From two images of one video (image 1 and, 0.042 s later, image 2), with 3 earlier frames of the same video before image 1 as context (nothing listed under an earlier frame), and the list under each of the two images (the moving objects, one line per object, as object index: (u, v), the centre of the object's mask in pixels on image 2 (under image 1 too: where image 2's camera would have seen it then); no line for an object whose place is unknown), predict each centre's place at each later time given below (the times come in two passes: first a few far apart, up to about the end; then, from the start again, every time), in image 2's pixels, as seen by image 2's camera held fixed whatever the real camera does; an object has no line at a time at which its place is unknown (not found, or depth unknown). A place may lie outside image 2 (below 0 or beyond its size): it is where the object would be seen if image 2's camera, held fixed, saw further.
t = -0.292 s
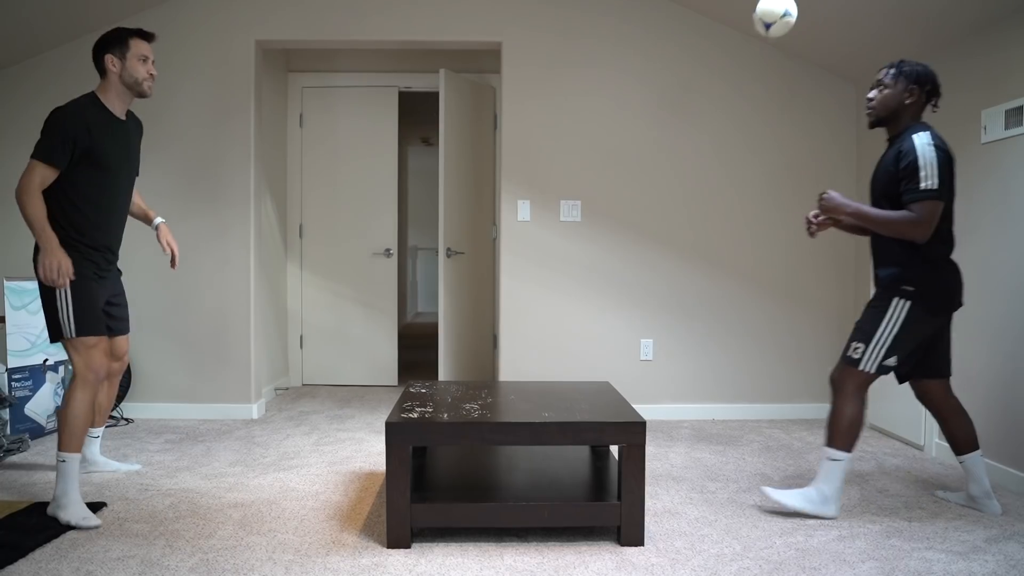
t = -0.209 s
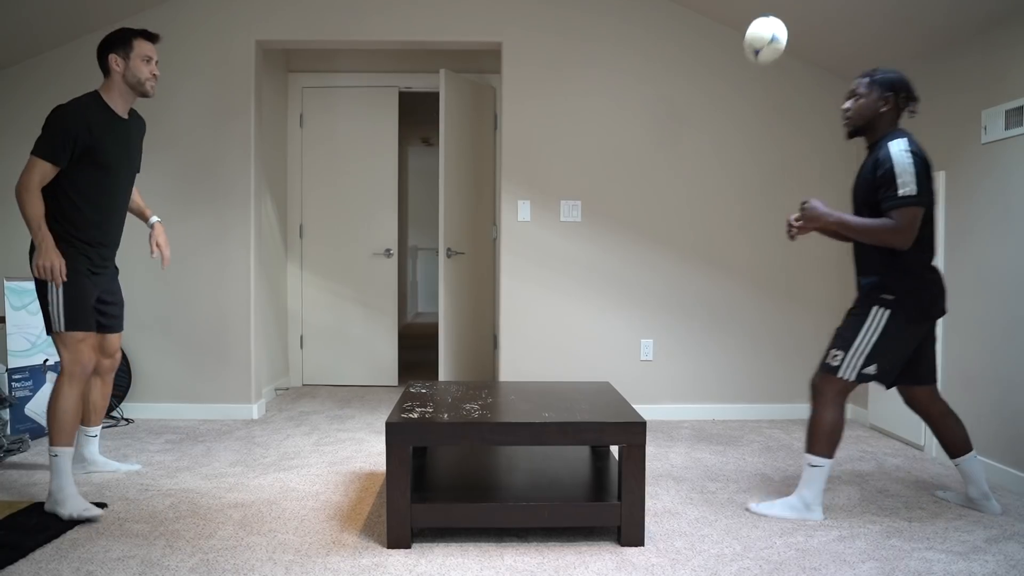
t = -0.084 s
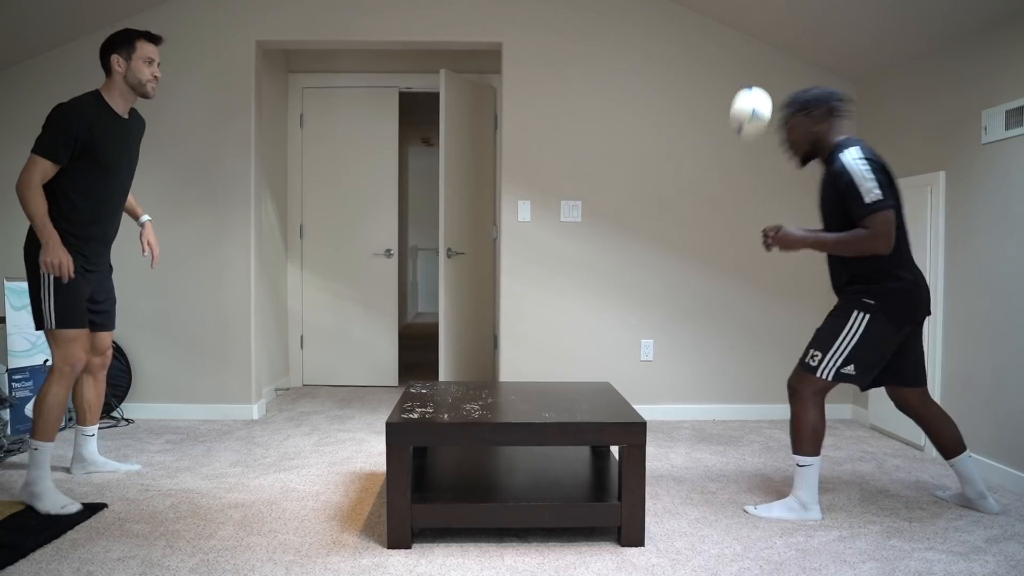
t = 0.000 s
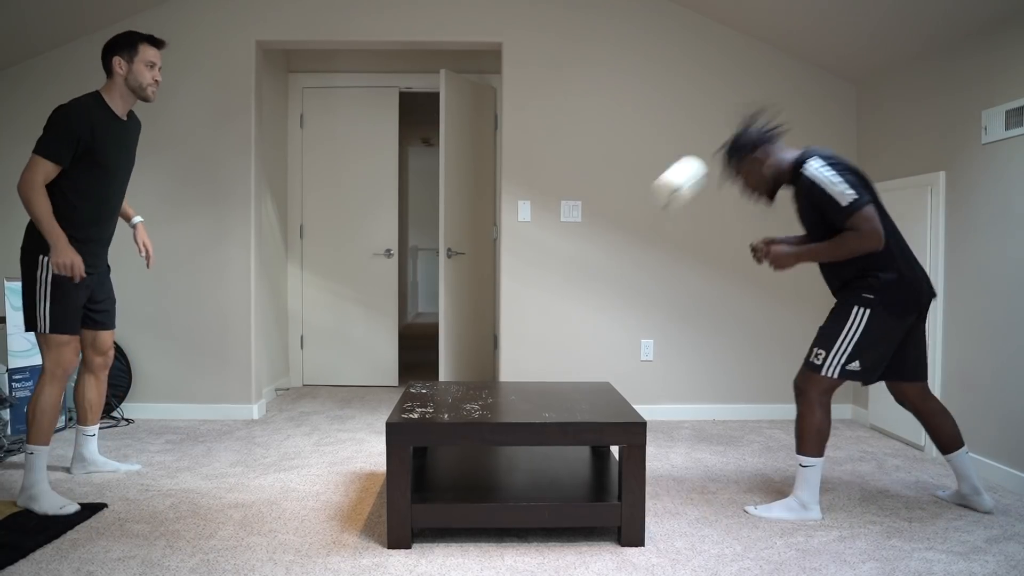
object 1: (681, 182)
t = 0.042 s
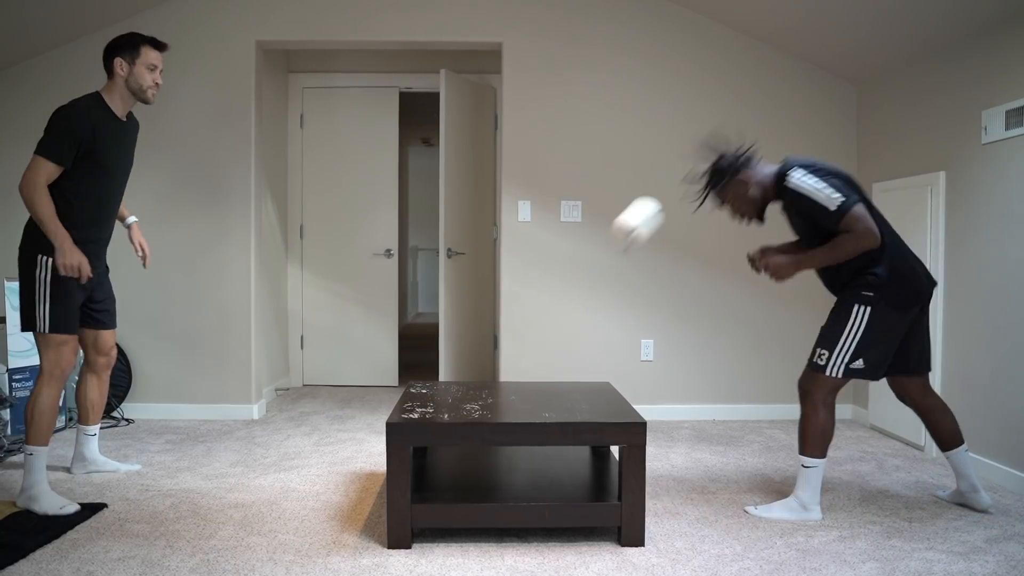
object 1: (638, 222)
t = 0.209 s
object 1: (488, 335)
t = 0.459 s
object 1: (362, 200)
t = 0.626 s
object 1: (279, 199)
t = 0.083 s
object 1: (597, 264)
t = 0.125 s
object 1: (555, 315)
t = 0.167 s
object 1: (514, 365)
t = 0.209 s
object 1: (488, 335)
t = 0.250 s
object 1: (468, 302)
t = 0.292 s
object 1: (445, 271)
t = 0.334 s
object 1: (423, 247)
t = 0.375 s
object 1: (403, 227)
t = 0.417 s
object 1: (383, 209)
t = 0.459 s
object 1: (362, 200)
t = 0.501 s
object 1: (340, 194)
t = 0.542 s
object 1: (319, 190)
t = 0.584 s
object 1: (299, 192)
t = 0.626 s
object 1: (279, 199)
